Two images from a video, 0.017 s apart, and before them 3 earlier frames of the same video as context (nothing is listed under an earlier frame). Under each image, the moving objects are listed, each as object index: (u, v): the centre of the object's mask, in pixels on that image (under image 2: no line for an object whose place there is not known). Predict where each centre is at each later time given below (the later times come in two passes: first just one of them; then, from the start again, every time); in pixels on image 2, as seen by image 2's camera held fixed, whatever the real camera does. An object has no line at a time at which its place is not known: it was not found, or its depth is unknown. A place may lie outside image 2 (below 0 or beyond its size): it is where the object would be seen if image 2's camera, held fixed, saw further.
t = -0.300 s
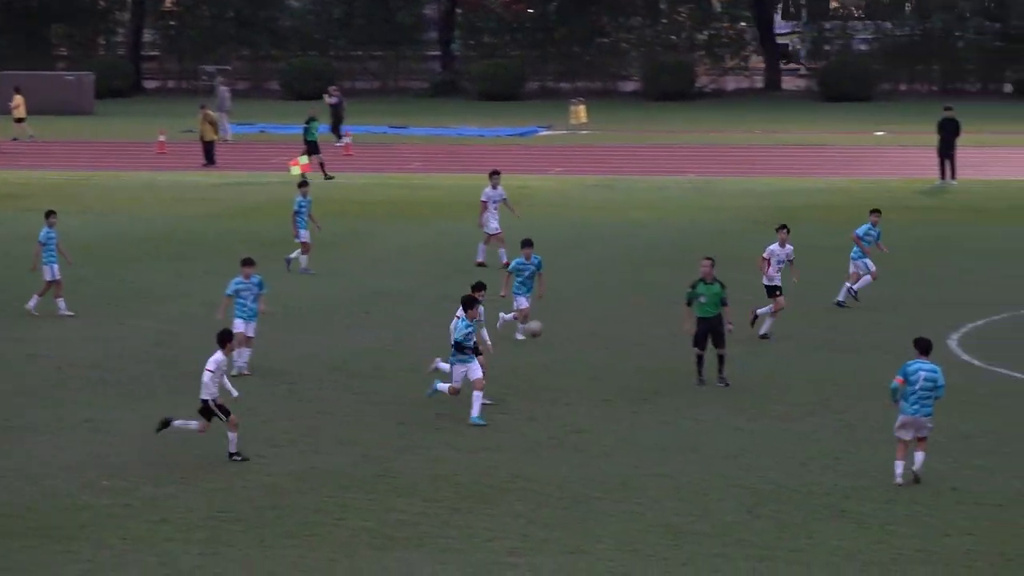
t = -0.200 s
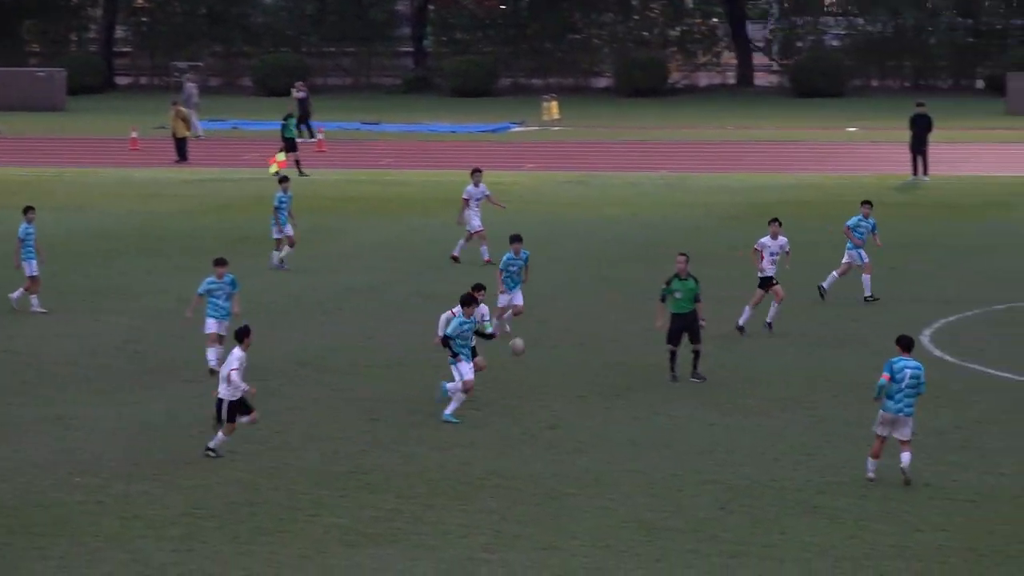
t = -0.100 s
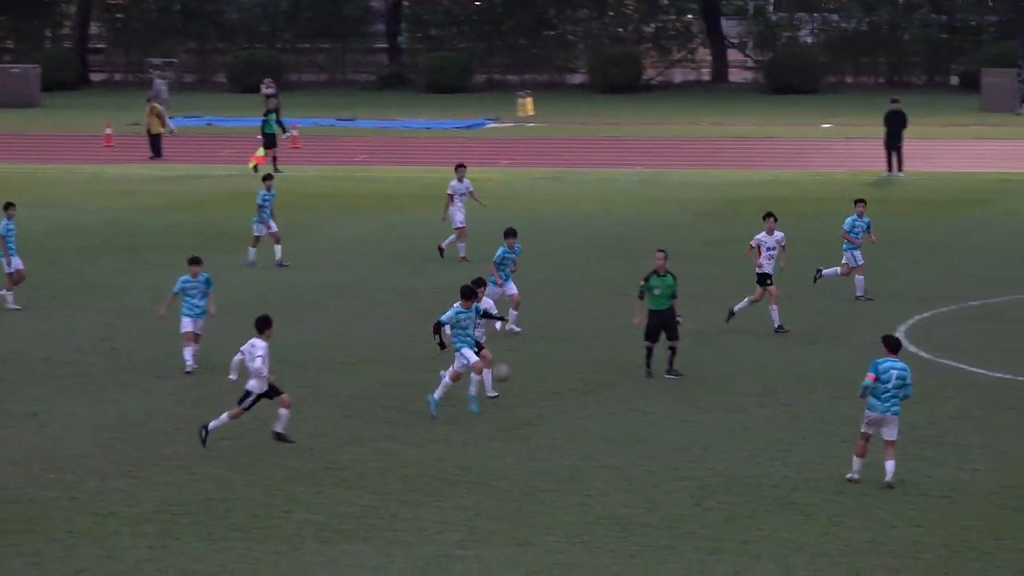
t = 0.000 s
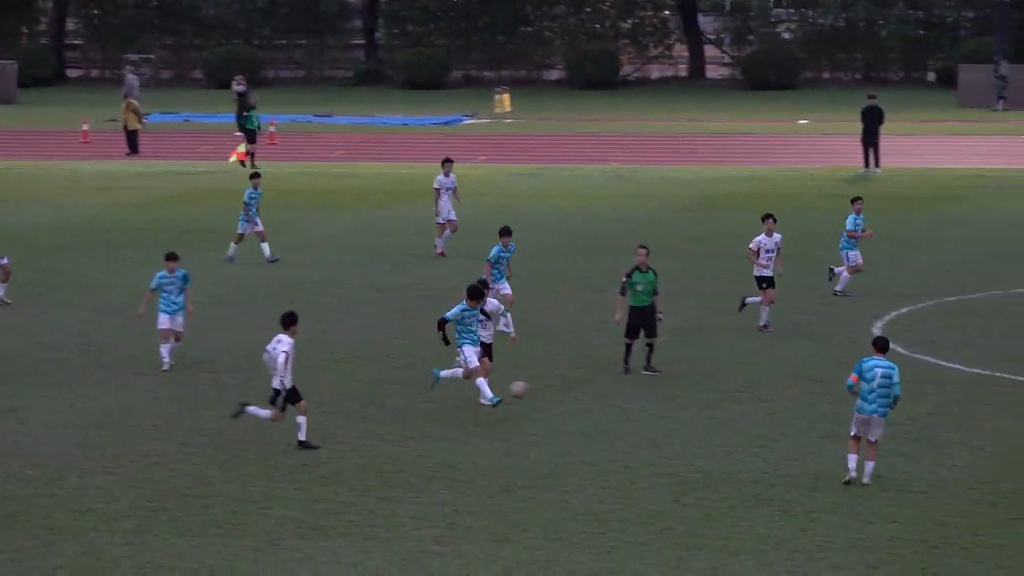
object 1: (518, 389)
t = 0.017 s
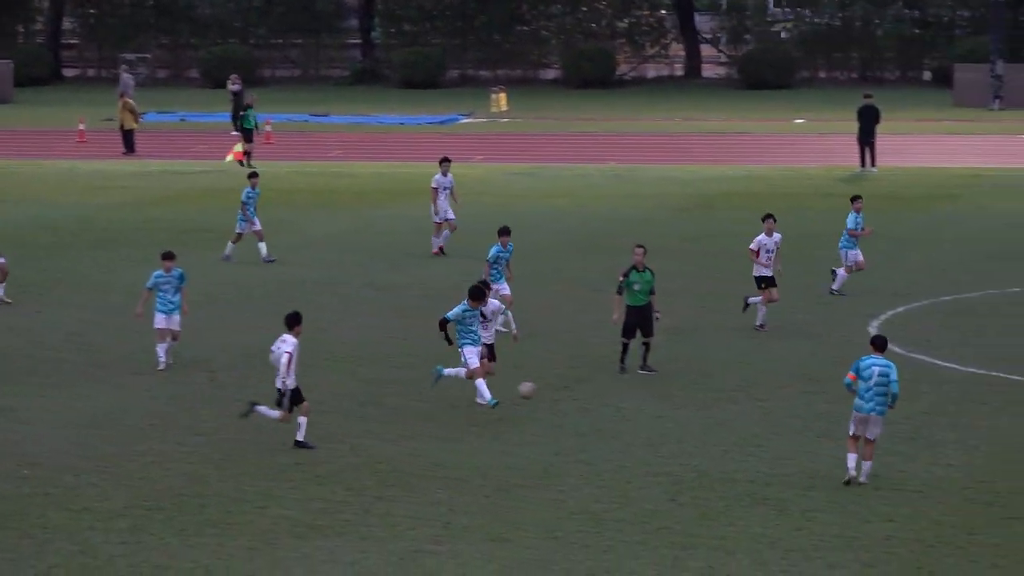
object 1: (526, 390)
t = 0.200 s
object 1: (656, 430)
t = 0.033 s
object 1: (538, 393)
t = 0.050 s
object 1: (549, 395)
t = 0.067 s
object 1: (562, 397)
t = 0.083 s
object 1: (574, 401)
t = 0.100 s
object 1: (585, 404)
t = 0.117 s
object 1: (596, 407)
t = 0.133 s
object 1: (609, 411)
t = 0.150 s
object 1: (621, 415)
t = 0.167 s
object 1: (633, 420)
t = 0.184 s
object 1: (645, 424)
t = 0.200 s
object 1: (656, 430)
